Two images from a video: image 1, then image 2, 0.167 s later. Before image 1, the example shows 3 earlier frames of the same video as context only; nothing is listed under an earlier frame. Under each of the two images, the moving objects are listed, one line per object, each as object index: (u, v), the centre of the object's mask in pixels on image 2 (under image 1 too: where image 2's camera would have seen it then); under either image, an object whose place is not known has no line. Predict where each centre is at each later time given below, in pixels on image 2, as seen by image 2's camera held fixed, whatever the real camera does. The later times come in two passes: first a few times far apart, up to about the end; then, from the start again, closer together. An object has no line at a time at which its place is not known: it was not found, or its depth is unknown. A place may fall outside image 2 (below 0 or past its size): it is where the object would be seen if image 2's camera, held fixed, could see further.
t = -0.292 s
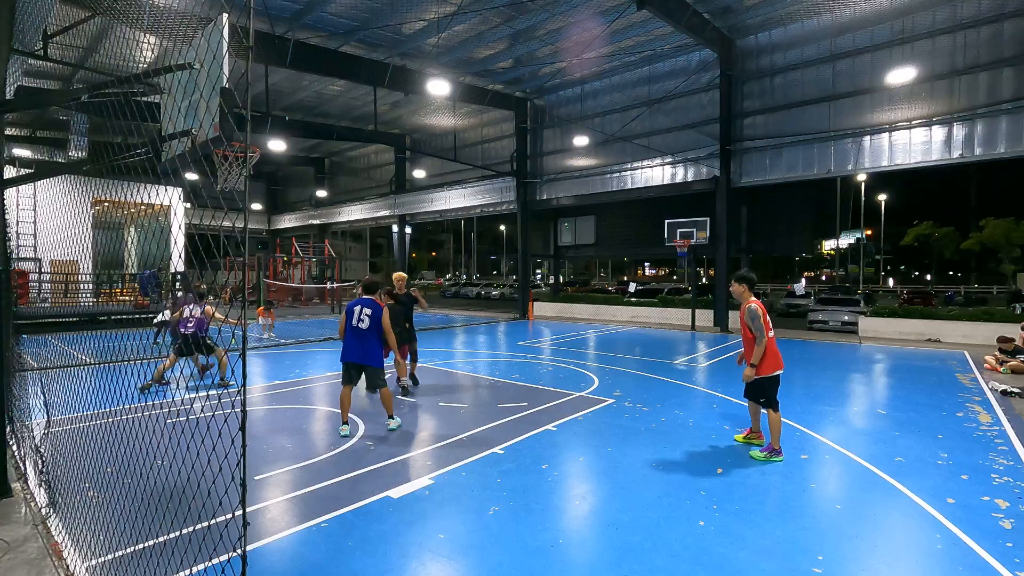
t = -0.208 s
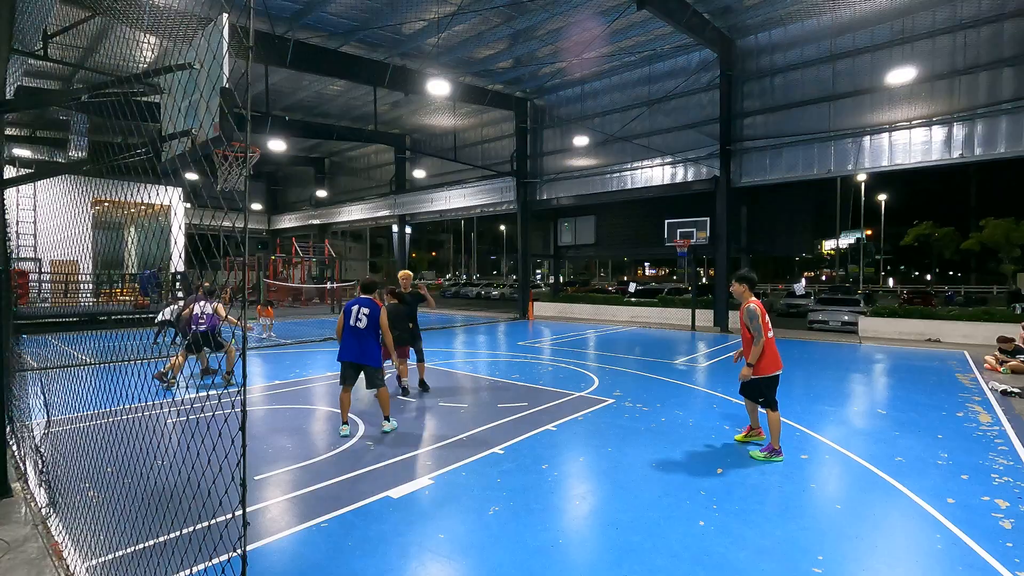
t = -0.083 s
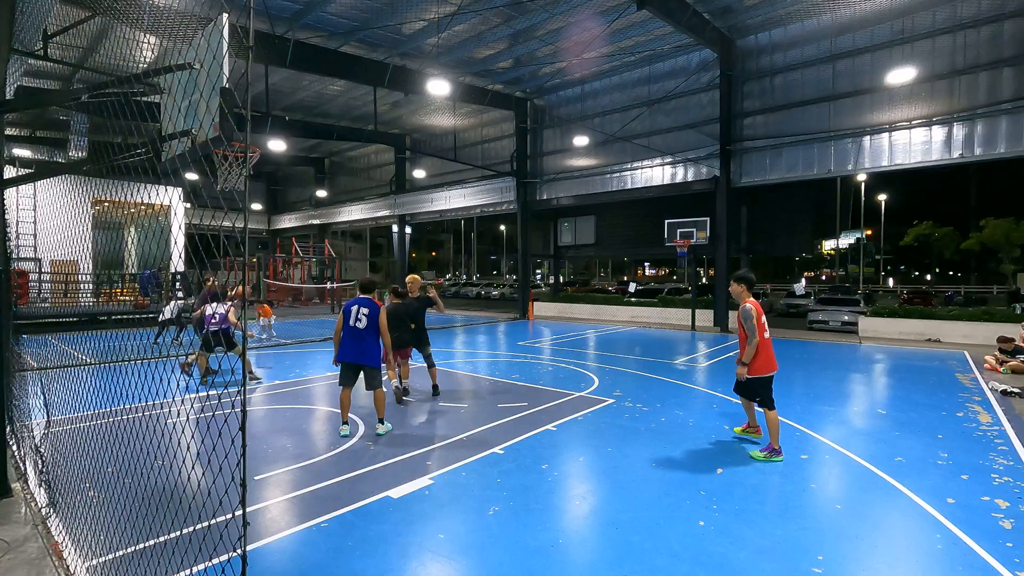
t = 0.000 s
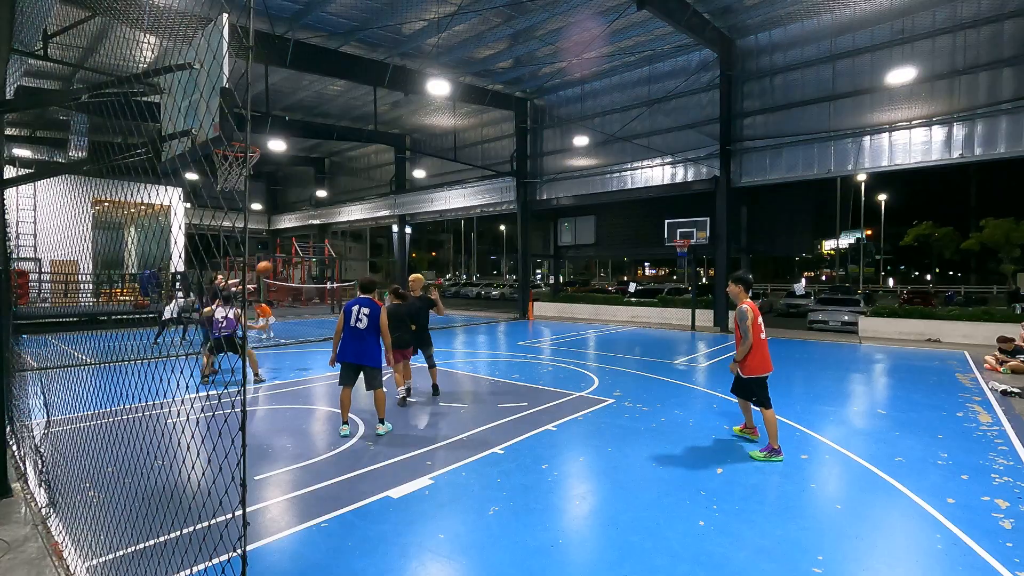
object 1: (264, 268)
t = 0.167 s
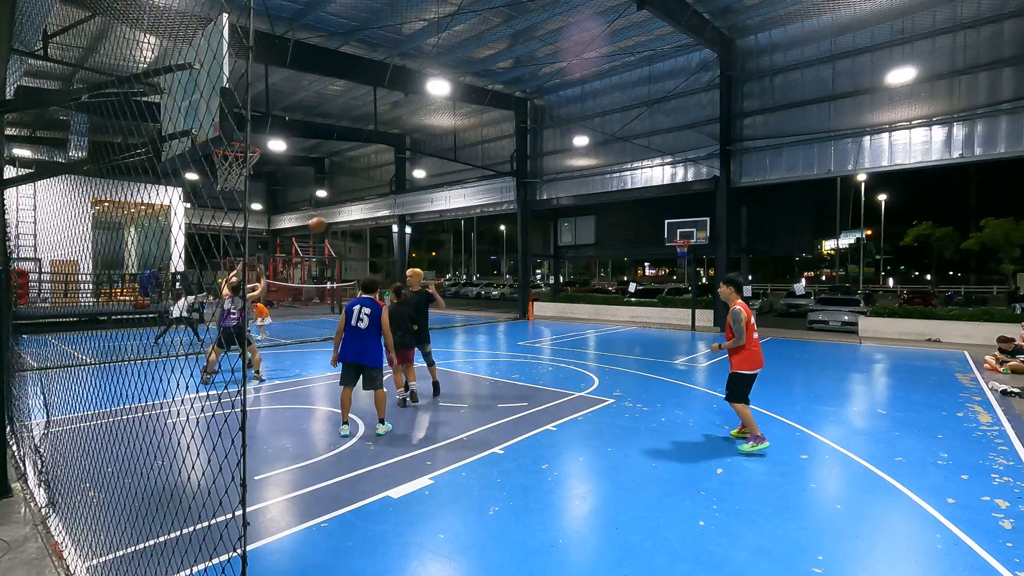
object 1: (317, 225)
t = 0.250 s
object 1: (348, 206)
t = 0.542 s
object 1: (470, 168)
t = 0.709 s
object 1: (556, 170)
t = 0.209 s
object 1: (332, 215)
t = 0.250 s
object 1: (348, 206)
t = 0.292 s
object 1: (363, 197)
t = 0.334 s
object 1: (380, 190)
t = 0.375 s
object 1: (396, 184)
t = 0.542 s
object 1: (470, 168)
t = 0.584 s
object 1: (490, 167)
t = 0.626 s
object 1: (511, 166)
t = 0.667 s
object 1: (533, 168)
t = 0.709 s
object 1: (556, 170)
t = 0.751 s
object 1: (580, 174)
